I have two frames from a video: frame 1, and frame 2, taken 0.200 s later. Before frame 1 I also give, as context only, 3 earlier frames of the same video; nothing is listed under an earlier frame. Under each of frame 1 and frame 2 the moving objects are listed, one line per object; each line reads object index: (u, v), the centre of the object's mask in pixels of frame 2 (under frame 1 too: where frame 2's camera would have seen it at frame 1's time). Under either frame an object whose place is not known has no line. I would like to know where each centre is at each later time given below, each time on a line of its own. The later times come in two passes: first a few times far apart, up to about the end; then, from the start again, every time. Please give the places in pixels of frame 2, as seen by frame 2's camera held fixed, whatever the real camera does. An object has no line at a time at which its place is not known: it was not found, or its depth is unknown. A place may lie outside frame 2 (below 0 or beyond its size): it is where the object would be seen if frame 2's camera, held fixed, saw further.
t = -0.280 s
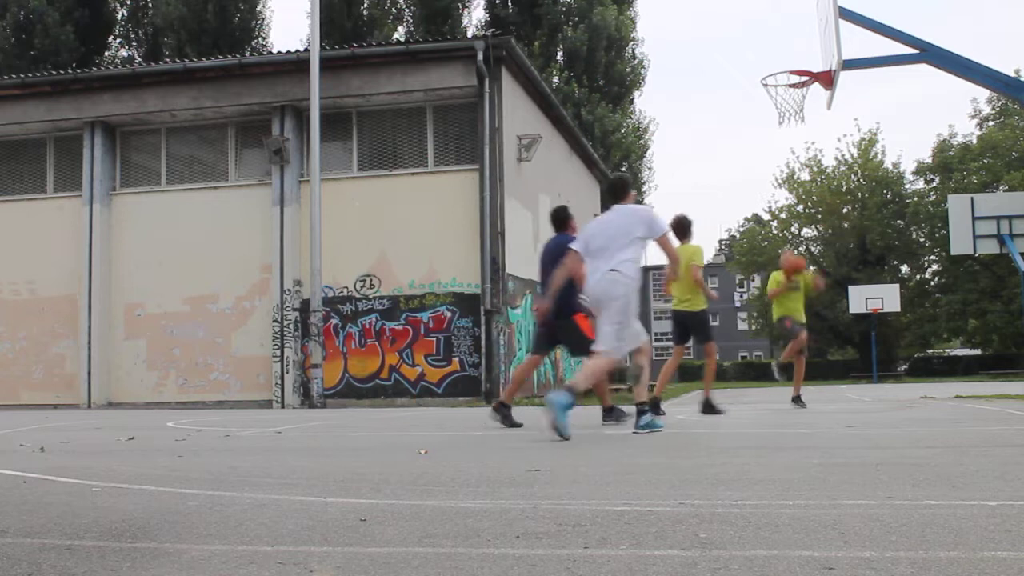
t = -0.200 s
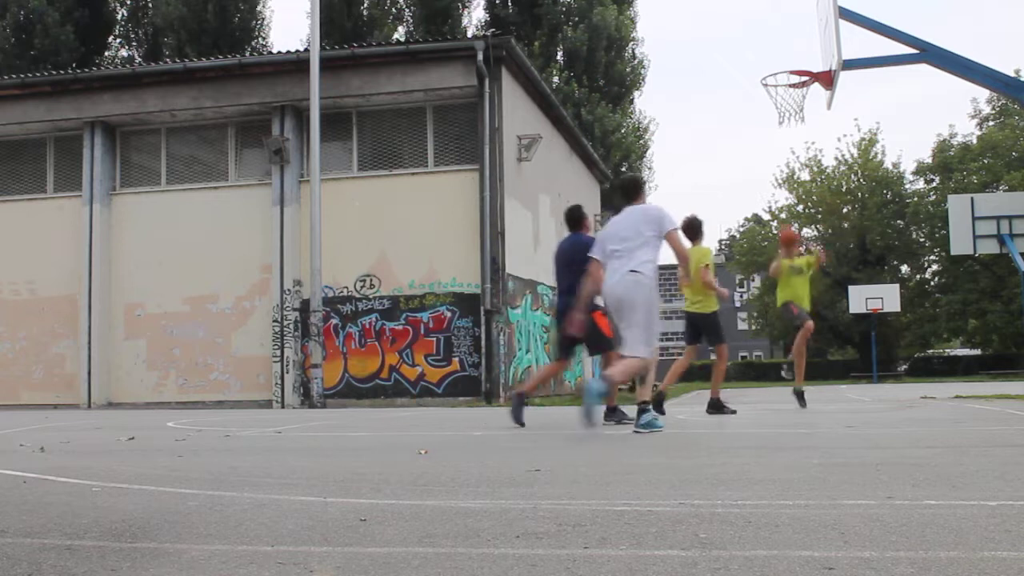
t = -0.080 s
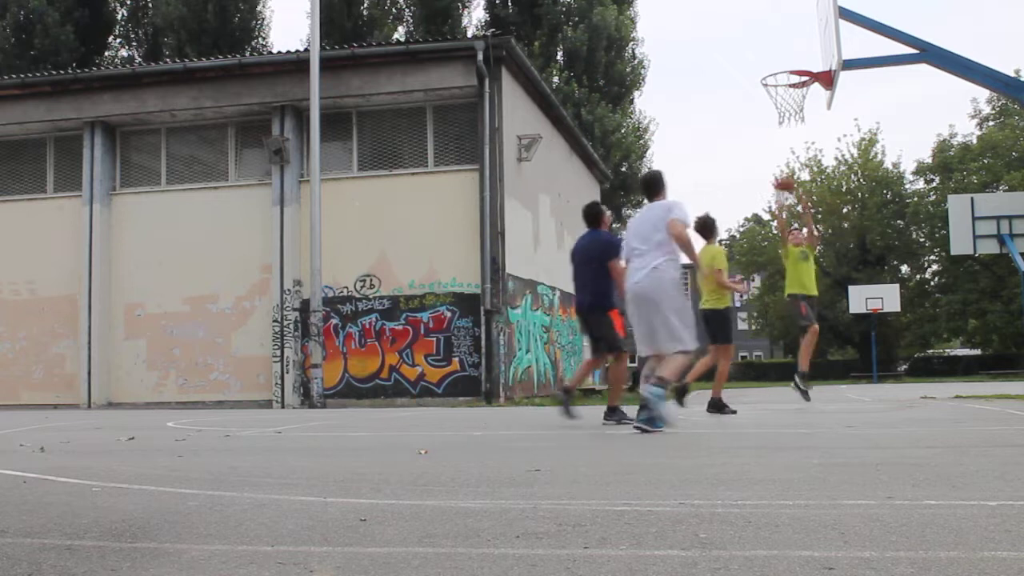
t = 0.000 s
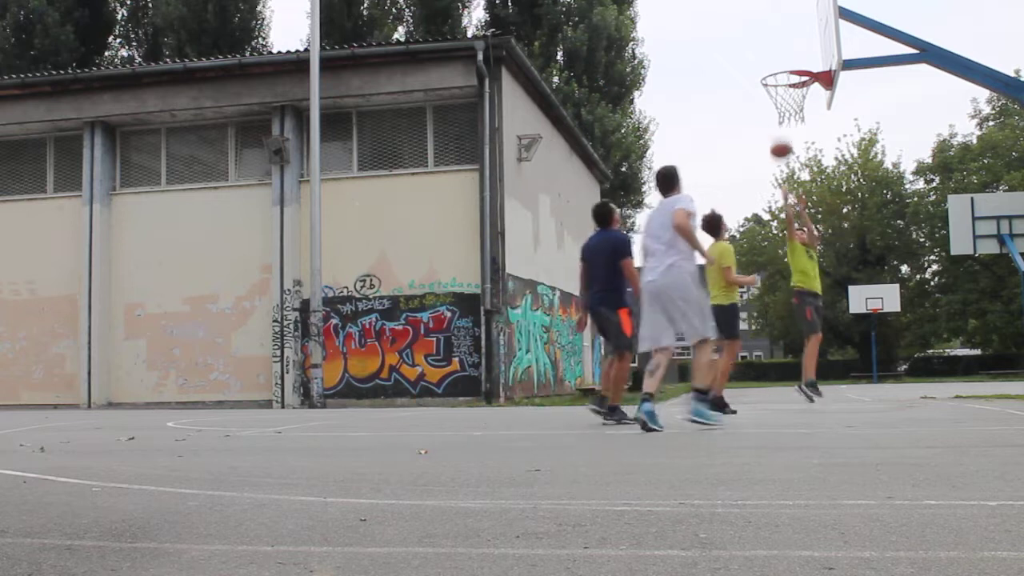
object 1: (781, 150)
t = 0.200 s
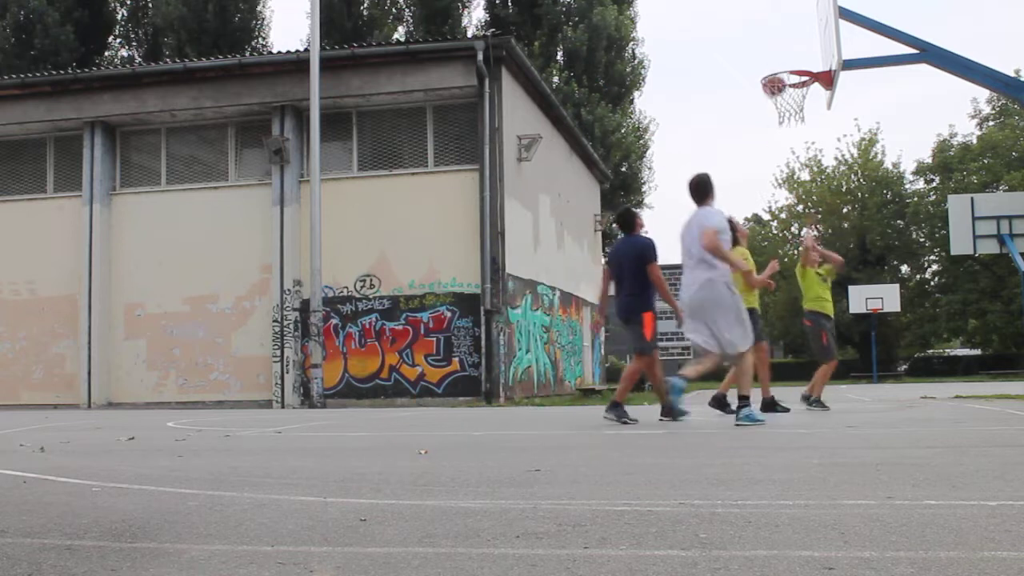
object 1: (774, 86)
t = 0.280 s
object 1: (771, 69)
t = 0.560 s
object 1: (764, 60)
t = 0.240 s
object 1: (772, 76)
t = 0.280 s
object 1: (771, 69)
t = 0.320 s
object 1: (770, 63)
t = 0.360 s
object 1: (769, 59)
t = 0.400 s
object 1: (768, 56)
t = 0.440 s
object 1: (767, 54)
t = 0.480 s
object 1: (766, 54)
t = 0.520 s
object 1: (765, 56)
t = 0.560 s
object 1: (764, 60)
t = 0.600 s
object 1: (764, 64)
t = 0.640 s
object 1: (764, 61)
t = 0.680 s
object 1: (764, 58)
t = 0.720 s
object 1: (764, 56)
